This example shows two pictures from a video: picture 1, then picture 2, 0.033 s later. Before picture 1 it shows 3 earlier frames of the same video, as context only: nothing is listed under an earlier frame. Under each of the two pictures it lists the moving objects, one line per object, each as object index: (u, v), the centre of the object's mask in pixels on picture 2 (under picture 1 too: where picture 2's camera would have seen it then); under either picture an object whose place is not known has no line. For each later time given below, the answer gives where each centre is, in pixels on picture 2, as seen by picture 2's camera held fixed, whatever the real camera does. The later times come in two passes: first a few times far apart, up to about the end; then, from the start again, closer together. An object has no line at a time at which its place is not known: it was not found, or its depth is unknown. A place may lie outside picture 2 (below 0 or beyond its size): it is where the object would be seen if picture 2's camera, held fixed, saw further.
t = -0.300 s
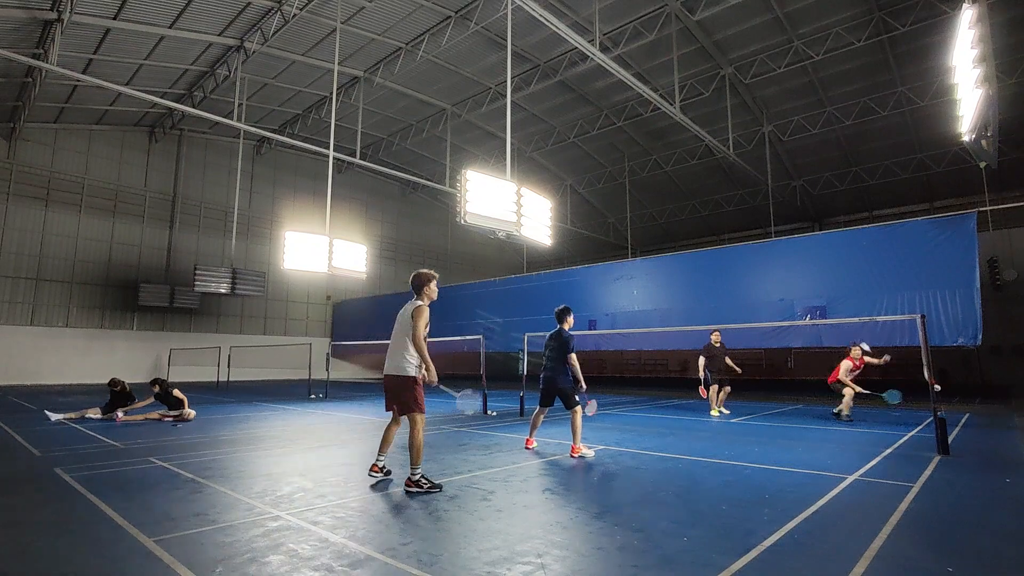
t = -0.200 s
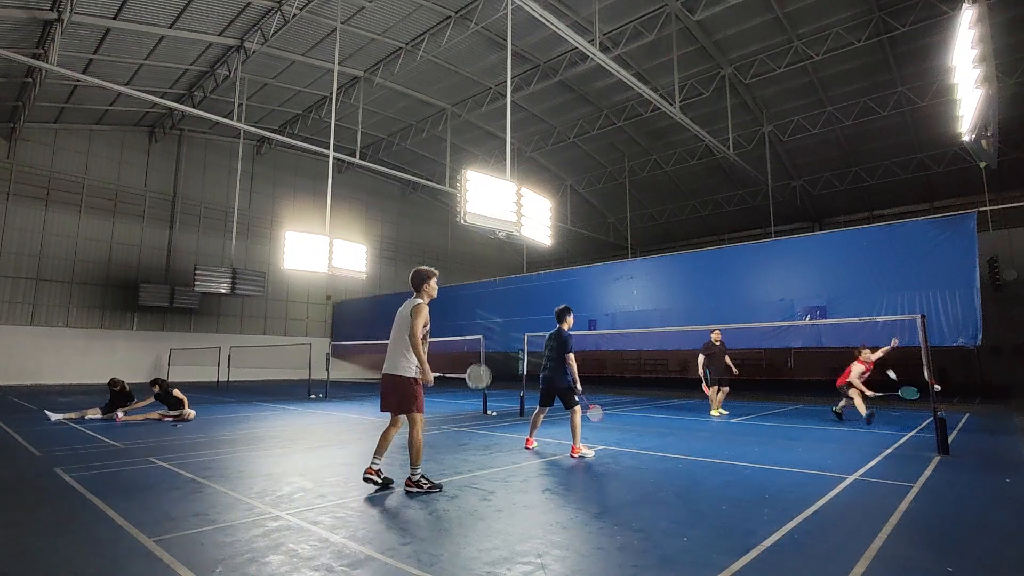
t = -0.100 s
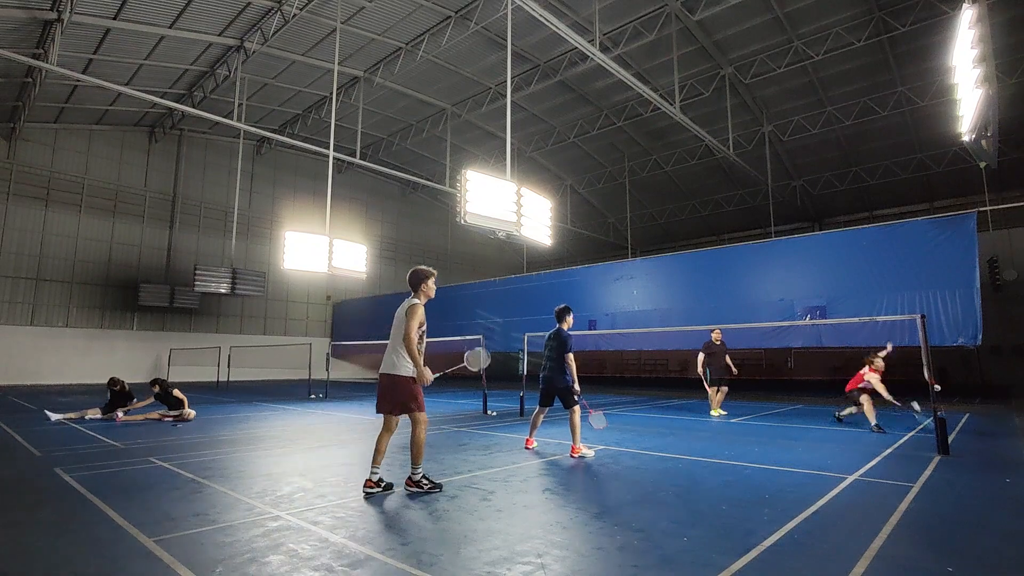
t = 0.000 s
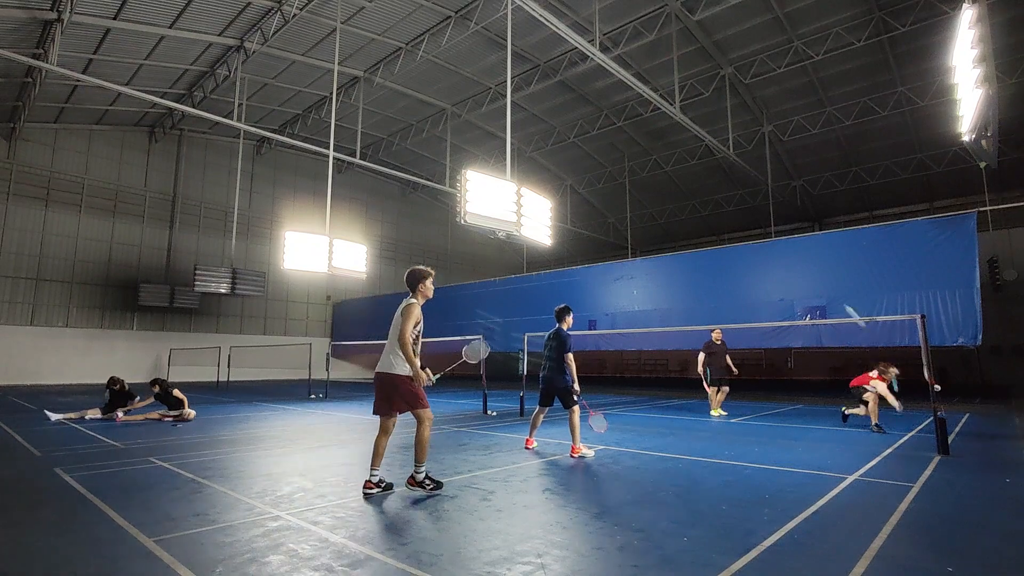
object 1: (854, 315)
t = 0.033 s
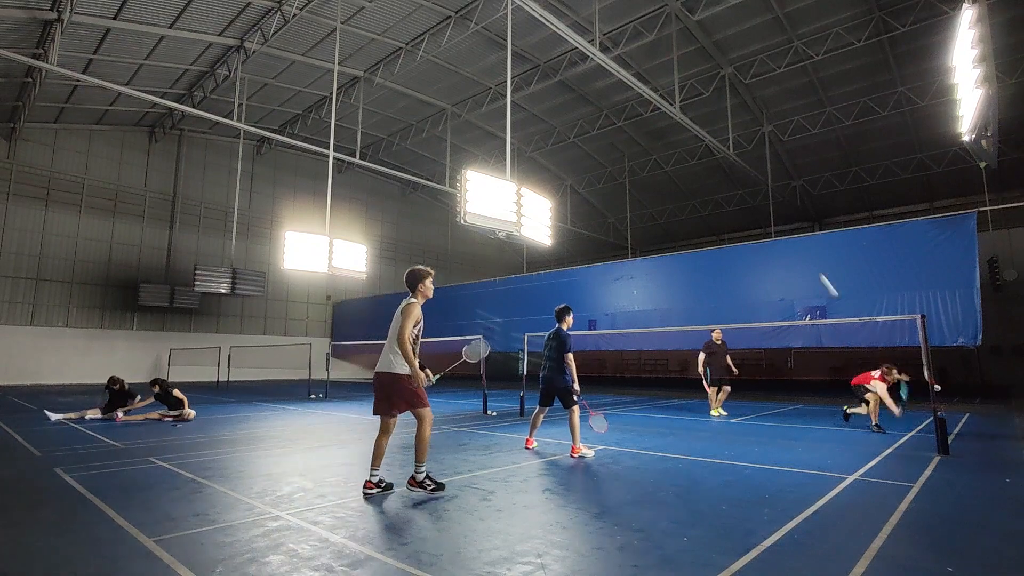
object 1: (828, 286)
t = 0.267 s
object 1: (704, 137)
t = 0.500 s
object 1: (617, 69)
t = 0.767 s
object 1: (533, 51)
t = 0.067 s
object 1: (807, 256)
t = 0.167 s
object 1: (750, 187)
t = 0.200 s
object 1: (734, 169)
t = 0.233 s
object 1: (719, 152)
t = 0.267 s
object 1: (704, 137)
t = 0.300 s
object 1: (691, 124)
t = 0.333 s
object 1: (677, 111)
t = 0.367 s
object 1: (664, 100)
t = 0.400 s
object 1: (652, 91)
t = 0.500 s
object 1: (617, 69)
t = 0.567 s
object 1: (594, 59)
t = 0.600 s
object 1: (584, 56)
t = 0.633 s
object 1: (574, 53)
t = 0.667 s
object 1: (563, 51)
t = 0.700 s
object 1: (553, 50)
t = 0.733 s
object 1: (543, 50)
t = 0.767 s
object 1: (533, 51)
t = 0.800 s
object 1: (523, 53)
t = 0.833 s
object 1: (515, 56)
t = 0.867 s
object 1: (503, 61)
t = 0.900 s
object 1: (494, 65)
